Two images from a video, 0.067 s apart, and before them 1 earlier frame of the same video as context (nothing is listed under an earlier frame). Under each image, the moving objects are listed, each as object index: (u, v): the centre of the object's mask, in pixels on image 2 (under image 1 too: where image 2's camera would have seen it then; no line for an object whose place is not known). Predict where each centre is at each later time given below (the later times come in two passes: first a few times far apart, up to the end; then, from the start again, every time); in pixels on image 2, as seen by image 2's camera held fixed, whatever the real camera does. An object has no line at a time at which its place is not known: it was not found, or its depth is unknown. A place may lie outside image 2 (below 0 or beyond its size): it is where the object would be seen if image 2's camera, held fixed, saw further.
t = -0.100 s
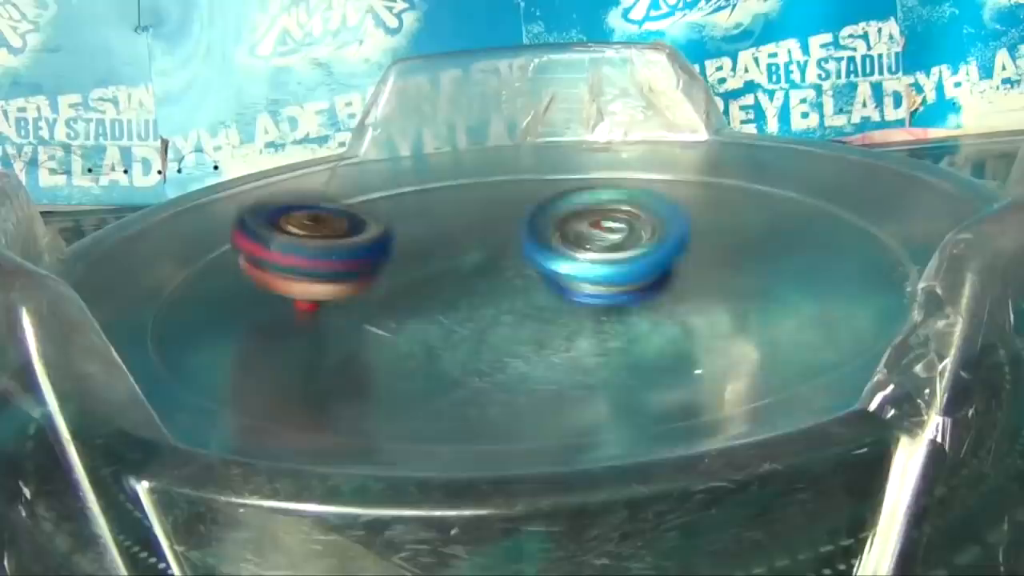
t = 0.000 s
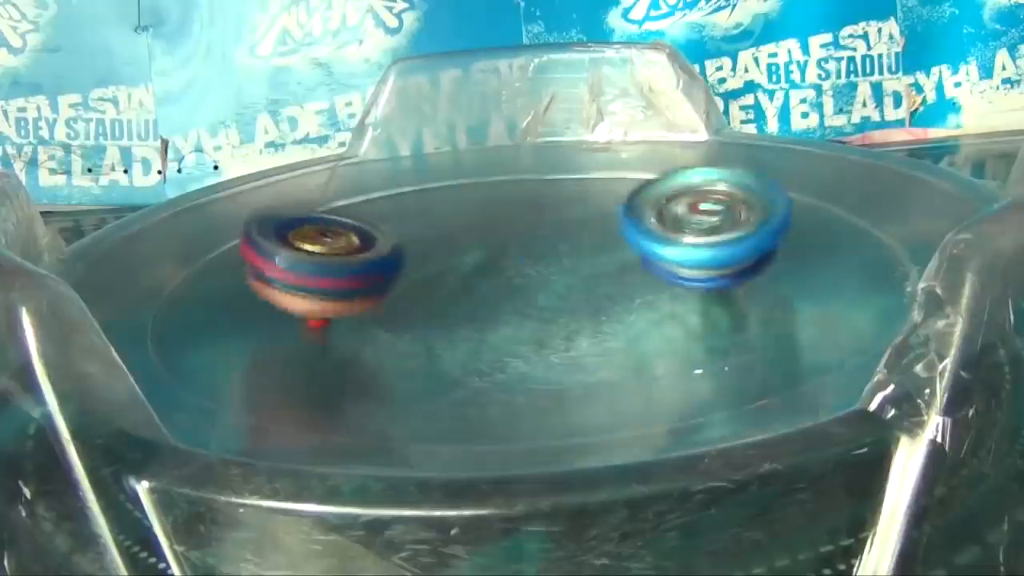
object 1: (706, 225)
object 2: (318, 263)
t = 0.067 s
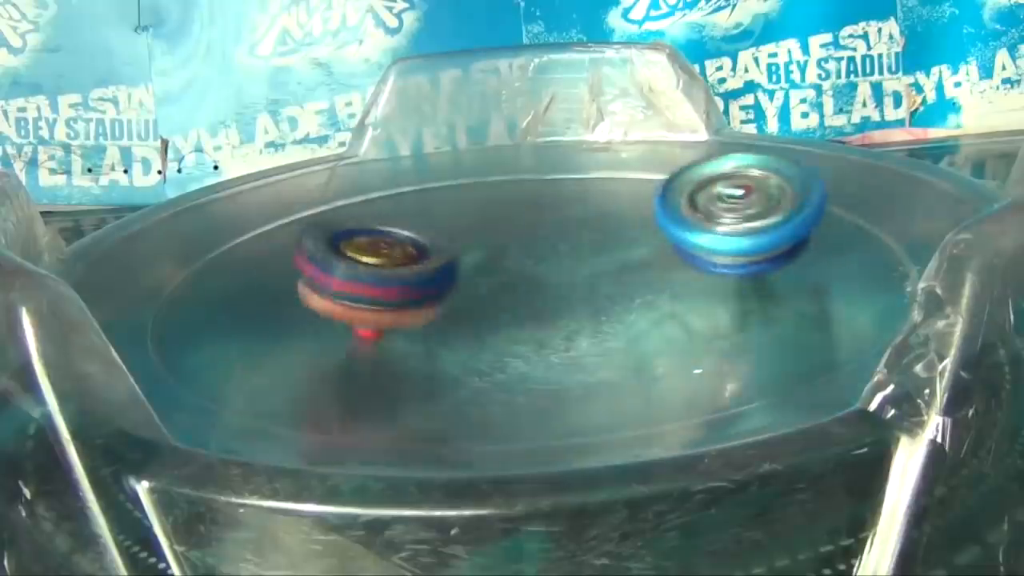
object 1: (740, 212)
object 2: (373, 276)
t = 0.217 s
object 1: (738, 194)
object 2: (534, 252)
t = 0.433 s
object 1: (775, 183)
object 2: (441, 169)
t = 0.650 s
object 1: (755, 216)
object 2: (288, 200)
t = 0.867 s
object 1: (714, 260)
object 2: (481, 314)
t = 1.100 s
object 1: (848, 137)
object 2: (269, 254)
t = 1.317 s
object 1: (628, 184)
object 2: (420, 224)
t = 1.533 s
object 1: (674, 185)
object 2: (300, 148)
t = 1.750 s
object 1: (599, 226)
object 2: (469, 298)
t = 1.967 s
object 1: (749, 215)
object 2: (313, 297)
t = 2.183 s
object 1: (696, 237)
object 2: (417, 304)
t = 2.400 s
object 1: (586, 277)
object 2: (422, 304)
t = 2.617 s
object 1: (552, 296)
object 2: (410, 302)
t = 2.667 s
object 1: (548, 301)
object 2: (408, 302)
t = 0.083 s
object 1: (745, 208)
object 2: (390, 277)
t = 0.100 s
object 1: (748, 205)
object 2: (408, 277)
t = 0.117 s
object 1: (749, 203)
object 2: (428, 277)
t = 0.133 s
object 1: (750, 201)
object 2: (447, 275)
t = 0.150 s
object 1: (749, 199)
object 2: (468, 273)
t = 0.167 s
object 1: (748, 198)
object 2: (485, 268)
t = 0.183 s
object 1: (745, 195)
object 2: (503, 264)
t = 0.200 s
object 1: (742, 195)
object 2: (519, 259)
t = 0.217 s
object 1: (738, 194)
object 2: (534, 252)
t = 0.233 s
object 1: (733, 193)
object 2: (546, 246)
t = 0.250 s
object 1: (728, 193)
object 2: (557, 239)
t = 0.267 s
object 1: (726, 193)
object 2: (561, 232)
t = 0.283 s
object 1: (735, 190)
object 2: (552, 223)
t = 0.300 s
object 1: (742, 188)
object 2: (542, 219)
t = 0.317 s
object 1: (749, 185)
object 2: (529, 213)
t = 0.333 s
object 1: (755, 185)
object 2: (520, 207)
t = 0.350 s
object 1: (760, 183)
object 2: (509, 197)
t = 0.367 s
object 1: (764, 182)
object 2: (497, 190)
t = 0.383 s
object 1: (767, 182)
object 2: (485, 184)
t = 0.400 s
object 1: (771, 182)
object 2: (471, 178)
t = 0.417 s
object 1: (773, 182)
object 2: (456, 173)
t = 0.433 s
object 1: (775, 183)
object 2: (441, 169)
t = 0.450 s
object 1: (777, 184)
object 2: (424, 165)
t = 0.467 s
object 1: (778, 185)
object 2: (409, 162)
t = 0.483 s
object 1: (778, 187)
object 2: (395, 161)
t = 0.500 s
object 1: (778, 188)
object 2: (380, 160)
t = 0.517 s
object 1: (777, 190)
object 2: (365, 161)
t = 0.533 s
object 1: (776, 192)
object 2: (352, 162)
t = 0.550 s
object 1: (774, 195)
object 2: (339, 165)
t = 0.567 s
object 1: (773, 197)
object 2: (328, 167)
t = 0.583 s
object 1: (770, 201)
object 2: (316, 172)
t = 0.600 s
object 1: (767, 204)
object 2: (306, 178)
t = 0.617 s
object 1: (765, 207)
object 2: (298, 183)
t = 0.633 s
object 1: (759, 212)
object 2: (292, 192)
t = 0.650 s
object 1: (755, 216)
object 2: (288, 200)
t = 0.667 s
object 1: (751, 220)
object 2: (286, 208)
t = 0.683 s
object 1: (745, 224)
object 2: (285, 221)
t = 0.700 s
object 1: (741, 228)
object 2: (291, 233)
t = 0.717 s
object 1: (735, 232)
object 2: (298, 243)
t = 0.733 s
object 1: (729, 235)
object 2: (310, 256)
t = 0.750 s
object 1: (723, 239)
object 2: (326, 270)
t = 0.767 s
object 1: (717, 244)
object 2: (346, 282)
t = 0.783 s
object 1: (712, 248)
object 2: (371, 291)
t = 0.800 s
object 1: (705, 252)
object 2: (399, 297)
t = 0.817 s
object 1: (698, 256)
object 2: (432, 306)
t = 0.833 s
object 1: (691, 260)
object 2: (469, 312)
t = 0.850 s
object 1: (686, 264)
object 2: (503, 310)
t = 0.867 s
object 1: (714, 260)
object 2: (481, 314)
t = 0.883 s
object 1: (801, 225)
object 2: (388, 319)
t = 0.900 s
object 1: (885, 196)
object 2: (304, 313)
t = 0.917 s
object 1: (936, 166)
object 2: (218, 307)
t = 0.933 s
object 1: (928, 141)
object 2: (153, 294)
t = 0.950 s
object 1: (927, 121)
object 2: (124, 262)
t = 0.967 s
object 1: (922, 110)
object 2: (131, 238)
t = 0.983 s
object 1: (917, 108)
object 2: (143, 220)
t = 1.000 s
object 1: (912, 113)
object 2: (160, 209)
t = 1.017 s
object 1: (907, 125)
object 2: (175, 208)
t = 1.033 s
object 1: (900, 140)
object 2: (192, 215)
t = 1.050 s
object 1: (888, 133)
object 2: (210, 231)
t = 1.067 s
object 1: (876, 130)
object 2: (228, 255)
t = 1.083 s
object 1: (862, 132)
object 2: (247, 256)
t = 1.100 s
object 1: (848, 137)
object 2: (269, 254)
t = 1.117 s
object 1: (828, 138)
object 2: (289, 257)
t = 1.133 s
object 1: (811, 141)
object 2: (311, 259)
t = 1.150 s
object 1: (792, 146)
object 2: (333, 260)
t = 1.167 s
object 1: (771, 157)
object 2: (352, 259)
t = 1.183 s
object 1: (748, 165)
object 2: (373, 259)
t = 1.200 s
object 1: (726, 170)
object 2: (392, 259)
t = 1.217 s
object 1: (701, 177)
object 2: (412, 257)
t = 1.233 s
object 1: (675, 183)
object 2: (431, 255)
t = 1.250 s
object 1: (648, 191)
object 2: (449, 252)
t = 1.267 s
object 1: (621, 199)
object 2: (467, 250)
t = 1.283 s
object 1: (603, 197)
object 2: (470, 247)
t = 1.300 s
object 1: (616, 189)
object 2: (441, 232)
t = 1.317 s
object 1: (628, 184)
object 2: (420, 224)
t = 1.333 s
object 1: (641, 185)
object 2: (394, 216)
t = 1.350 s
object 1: (653, 180)
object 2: (374, 215)
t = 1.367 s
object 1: (662, 179)
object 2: (352, 212)
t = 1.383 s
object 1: (672, 175)
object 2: (337, 215)
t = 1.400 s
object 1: (678, 174)
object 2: (312, 219)
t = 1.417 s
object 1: (683, 175)
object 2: (298, 226)
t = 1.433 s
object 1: (685, 175)
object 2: (285, 223)
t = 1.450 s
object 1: (686, 176)
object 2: (275, 229)
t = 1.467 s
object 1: (686, 177)
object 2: (261, 213)
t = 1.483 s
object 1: (684, 178)
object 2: (277, 169)
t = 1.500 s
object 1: (681, 180)
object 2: (283, 155)
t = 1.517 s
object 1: (678, 182)
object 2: (289, 147)
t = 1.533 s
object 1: (674, 185)
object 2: (300, 148)
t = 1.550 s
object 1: (669, 187)
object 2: (307, 156)
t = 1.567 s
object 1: (665, 190)
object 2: (320, 174)
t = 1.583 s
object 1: (659, 192)
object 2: (327, 196)
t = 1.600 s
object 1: (654, 195)
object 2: (342, 229)
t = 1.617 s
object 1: (647, 198)
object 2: (352, 265)
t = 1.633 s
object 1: (640, 202)
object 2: (365, 282)
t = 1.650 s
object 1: (634, 205)
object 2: (383, 287)
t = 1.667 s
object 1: (627, 208)
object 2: (399, 291)
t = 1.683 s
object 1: (619, 212)
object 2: (417, 295)
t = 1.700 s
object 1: (612, 216)
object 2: (433, 297)
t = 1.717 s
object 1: (605, 220)
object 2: (450, 297)
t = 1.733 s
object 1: (600, 224)
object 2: (466, 298)
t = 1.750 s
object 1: (599, 226)
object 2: (469, 298)
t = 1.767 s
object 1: (624, 222)
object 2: (444, 289)
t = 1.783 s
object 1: (646, 222)
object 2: (422, 286)
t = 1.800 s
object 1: (669, 219)
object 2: (398, 292)
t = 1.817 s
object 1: (687, 218)
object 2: (377, 296)
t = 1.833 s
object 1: (705, 217)
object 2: (360, 295)
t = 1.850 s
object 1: (718, 215)
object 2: (346, 296)
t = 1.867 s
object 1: (729, 215)
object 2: (336, 296)
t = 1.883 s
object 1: (736, 214)
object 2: (326, 296)
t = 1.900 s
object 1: (743, 214)
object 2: (320, 296)
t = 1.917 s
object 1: (747, 213)
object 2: (317, 296)
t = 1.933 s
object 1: (748, 214)
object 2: (313, 297)
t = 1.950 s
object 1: (749, 214)
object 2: (312, 298)
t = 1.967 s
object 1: (749, 215)
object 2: (313, 297)
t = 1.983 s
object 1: (748, 216)
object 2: (316, 299)
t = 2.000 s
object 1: (746, 217)
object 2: (320, 300)
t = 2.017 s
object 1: (744, 218)
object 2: (326, 300)
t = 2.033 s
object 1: (740, 220)
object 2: (335, 301)
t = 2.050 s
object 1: (736, 222)
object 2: (344, 303)
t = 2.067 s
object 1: (732, 224)
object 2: (353, 304)
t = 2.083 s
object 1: (727, 227)
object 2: (366, 304)
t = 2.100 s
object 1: (721, 229)
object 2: (375, 305)
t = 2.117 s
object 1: (716, 232)
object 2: (384, 304)
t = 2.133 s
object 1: (709, 235)
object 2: (395, 305)
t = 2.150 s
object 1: (703, 238)
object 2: (404, 304)
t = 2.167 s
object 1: (697, 240)
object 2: (411, 304)
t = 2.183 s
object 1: (696, 237)
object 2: (417, 304)
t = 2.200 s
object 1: (688, 240)
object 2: (421, 304)
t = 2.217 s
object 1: (679, 244)
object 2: (424, 304)
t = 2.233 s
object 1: (672, 247)
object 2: (425, 304)
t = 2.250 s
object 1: (663, 250)
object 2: (425, 304)
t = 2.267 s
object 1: (657, 254)
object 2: (425, 304)
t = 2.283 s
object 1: (647, 258)
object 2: (425, 304)
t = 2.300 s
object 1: (639, 261)
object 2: (425, 304)
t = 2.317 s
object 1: (629, 264)
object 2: (425, 304)
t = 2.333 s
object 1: (619, 266)
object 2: (425, 304)
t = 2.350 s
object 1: (611, 270)
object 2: (425, 304)
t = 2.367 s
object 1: (601, 274)
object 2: (425, 304)
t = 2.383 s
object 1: (594, 276)
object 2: (424, 304)
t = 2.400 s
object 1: (586, 277)
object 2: (422, 304)
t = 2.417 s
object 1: (583, 280)
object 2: (420, 304)
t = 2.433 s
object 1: (581, 282)
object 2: (419, 303)
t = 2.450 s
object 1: (576, 284)
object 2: (418, 303)
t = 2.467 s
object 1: (576, 285)
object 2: (417, 303)
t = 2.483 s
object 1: (576, 288)
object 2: (416, 303)
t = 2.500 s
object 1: (574, 291)
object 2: (416, 303)
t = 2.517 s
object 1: (570, 292)
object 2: (414, 303)
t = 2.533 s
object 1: (566, 292)
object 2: (414, 304)
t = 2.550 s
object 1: (562, 293)
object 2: (413, 303)
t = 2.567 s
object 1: (558, 294)
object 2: (412, 304)
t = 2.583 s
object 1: (557, 296)
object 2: (410, 302)
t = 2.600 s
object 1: (554, 297)
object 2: (410, 302)
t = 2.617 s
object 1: (552, 296)
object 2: (410, 302)
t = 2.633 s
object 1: (551, 297)
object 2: (409, 302)
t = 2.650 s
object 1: (550, 299)
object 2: (409, 302)
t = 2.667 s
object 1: (548, 301)
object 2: (408, 302)
